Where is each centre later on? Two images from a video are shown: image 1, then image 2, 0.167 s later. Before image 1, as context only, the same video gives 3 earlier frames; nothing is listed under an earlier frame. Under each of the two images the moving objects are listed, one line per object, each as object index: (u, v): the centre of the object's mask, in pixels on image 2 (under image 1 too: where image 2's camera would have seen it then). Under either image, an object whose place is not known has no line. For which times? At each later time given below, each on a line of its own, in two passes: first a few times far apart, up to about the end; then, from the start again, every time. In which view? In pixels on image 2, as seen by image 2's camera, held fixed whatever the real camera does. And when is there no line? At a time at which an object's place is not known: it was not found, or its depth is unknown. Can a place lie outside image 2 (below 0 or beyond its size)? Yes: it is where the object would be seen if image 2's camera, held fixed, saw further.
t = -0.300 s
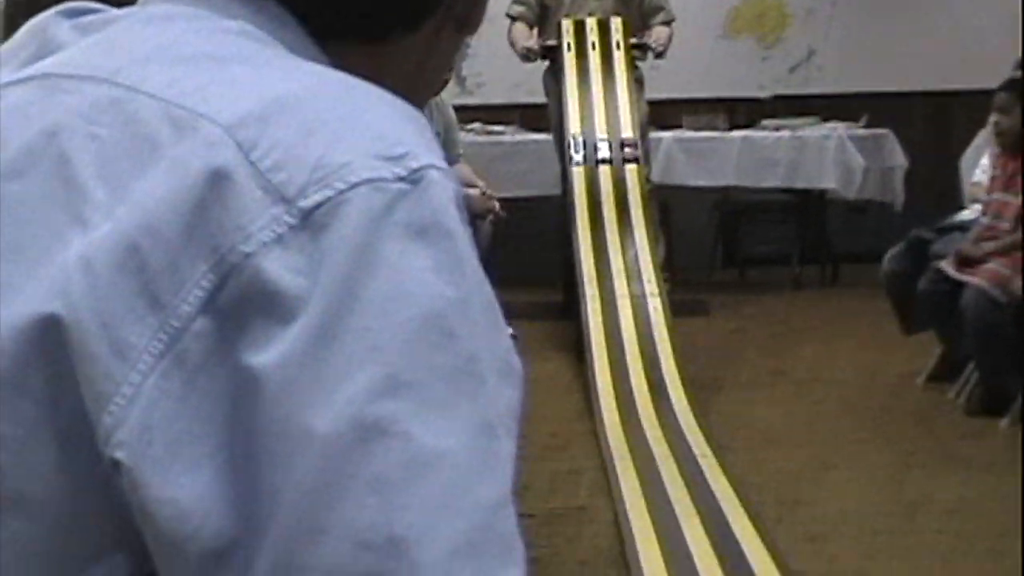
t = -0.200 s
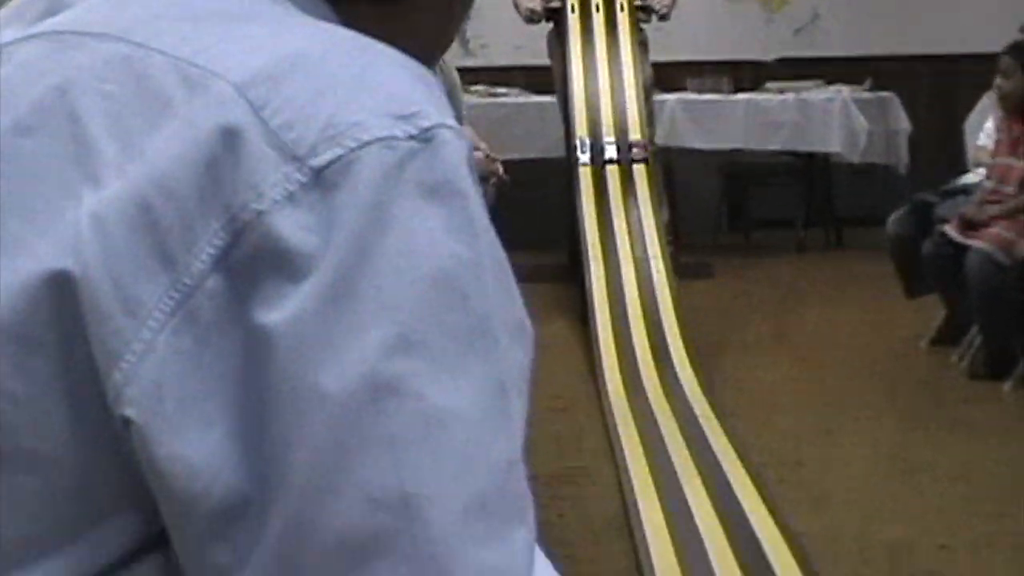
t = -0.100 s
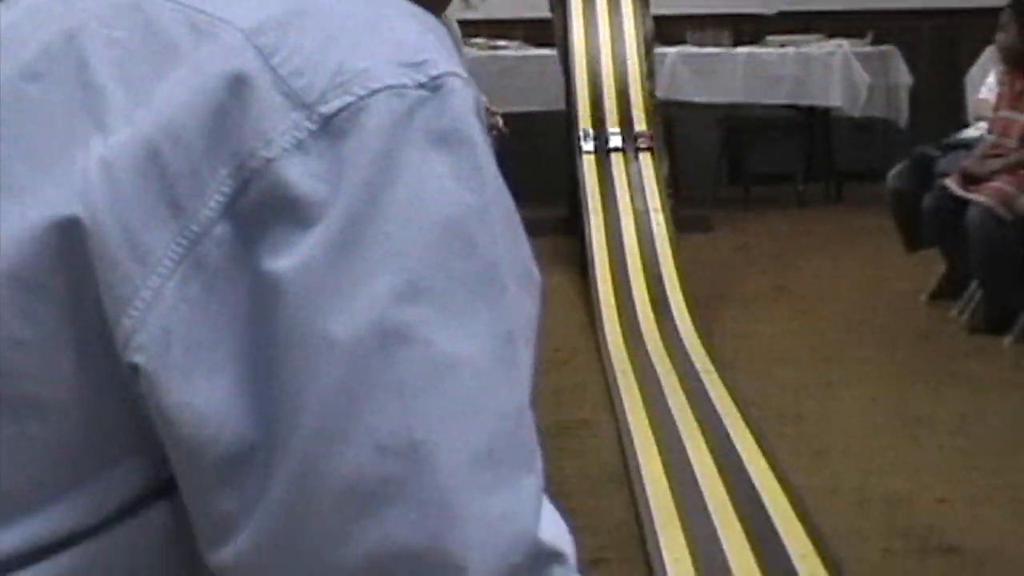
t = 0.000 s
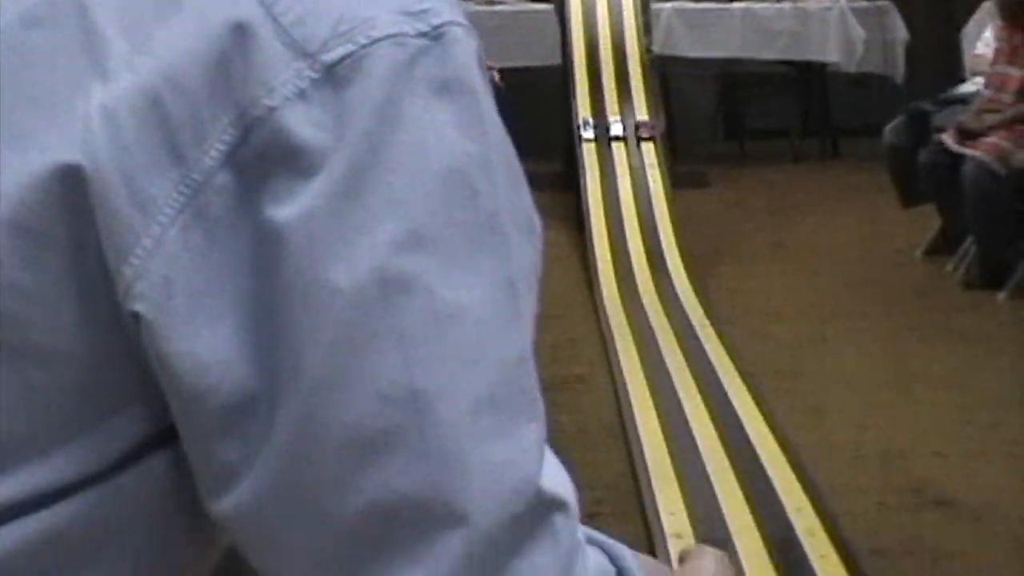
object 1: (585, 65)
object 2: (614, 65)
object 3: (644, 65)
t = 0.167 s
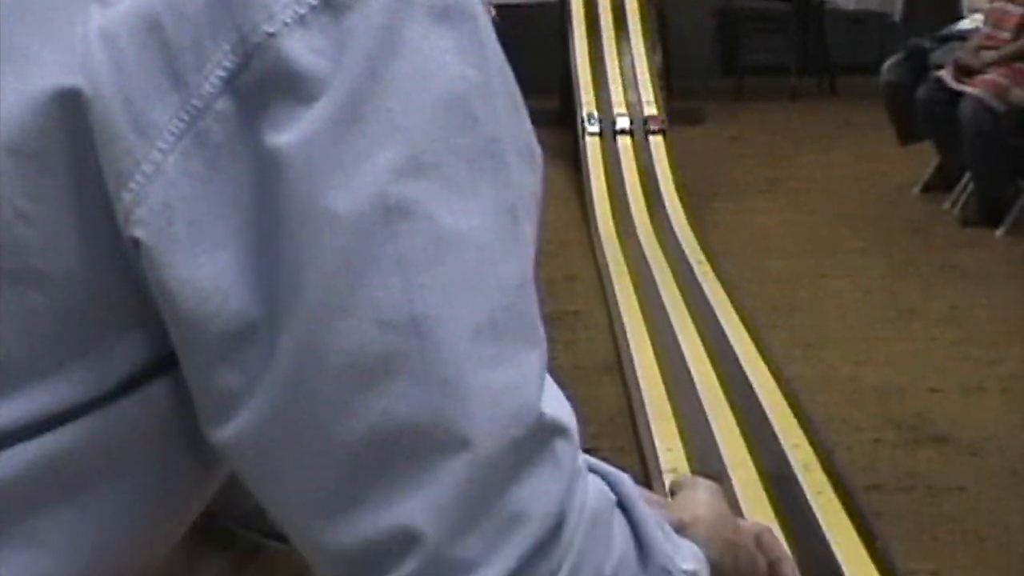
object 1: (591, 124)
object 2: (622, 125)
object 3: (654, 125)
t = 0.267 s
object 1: (595, 157)
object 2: (629, 157)
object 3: (662, 158)
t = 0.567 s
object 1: (611, 237)
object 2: (650, 237)
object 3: (689, 238)
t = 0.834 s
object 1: (632, 302)
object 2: (677, 304)
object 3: (725, 307)
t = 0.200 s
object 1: (592, 135)
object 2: (624, 136)
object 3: (656, 137)
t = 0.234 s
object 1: (594, 147)
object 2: (627, 147)
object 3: (659, 148)
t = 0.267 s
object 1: (595, 157)
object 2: (629, 157)
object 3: (662, 158)
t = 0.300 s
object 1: (597, 168)
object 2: (631, 168)
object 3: (664, 169)
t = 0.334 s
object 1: (599, 178)
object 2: (632, 178)
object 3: (666, 179)
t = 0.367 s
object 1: (601, 187)
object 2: (634, 188)
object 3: (668, 189)
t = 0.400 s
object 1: (603, 197)
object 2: (637, 197)
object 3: (671, 198)
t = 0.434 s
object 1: (605, 206)
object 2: (639, 205)
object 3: (675, 207)
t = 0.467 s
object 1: (606, 215)
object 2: (642, 214)
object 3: (678, 216)
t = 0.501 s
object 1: (607, 221)
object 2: (644, 222)
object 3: (682, 223)
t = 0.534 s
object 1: (609, 230)
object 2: (647, 230)
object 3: (685, 232)
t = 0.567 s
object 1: (611, 237)
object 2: (650, 237)
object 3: (689, 238)
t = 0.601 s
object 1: (613, 244)
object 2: (653, 244)
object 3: (694, 247)
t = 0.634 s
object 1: (616, 251)
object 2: (655, 251)
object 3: (698, 253)
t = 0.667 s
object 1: (618, 259)
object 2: (660, 259)
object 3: (702, 261)
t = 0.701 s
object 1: (621, 268)
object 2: (665, 267)
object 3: (706, 270)
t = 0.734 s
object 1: (624, 276)
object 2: (668, 276)
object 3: (710, 279)
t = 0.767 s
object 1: (626, 284)
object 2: (671, 285)
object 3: (715, 288)
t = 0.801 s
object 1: (629, 293)
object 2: (674, 294)
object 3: (721, 297)
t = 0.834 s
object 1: (632, 302)
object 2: (677, 304)
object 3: (725, 307)
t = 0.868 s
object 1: (635, 312)
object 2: (681, 314)
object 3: (730, 317)
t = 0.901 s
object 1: (637, 322)
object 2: (686, 323)
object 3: (738, 327)
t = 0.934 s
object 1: (641, 332)
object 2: (691, 334)
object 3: (744, 338)
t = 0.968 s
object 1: (644, 344)
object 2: (694, 345)
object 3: (749, 349)
